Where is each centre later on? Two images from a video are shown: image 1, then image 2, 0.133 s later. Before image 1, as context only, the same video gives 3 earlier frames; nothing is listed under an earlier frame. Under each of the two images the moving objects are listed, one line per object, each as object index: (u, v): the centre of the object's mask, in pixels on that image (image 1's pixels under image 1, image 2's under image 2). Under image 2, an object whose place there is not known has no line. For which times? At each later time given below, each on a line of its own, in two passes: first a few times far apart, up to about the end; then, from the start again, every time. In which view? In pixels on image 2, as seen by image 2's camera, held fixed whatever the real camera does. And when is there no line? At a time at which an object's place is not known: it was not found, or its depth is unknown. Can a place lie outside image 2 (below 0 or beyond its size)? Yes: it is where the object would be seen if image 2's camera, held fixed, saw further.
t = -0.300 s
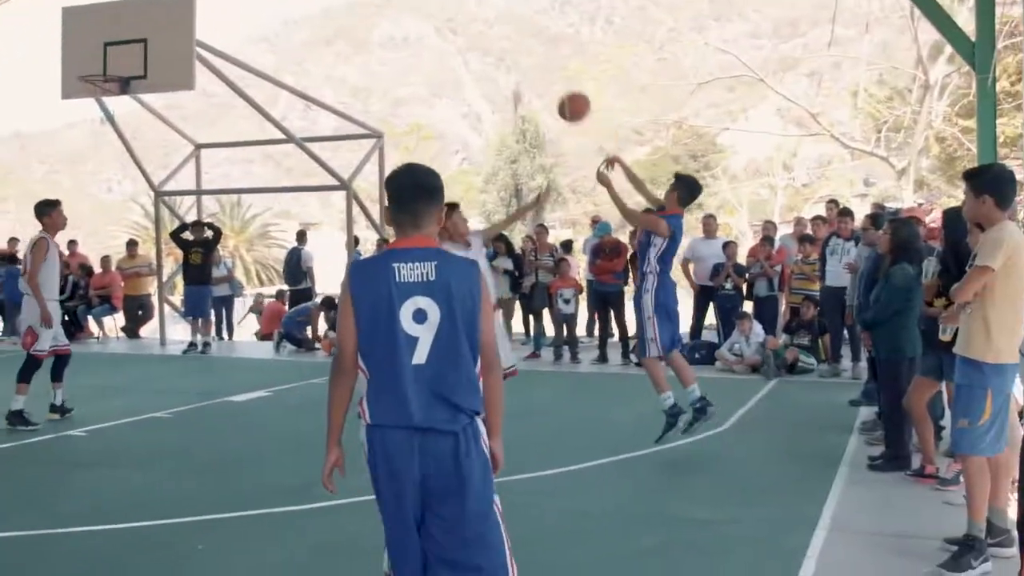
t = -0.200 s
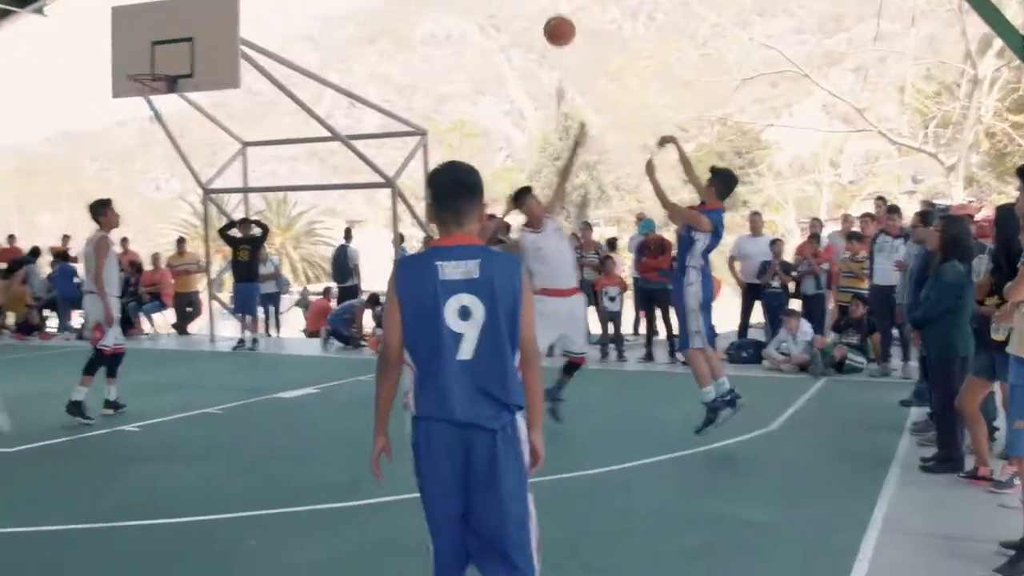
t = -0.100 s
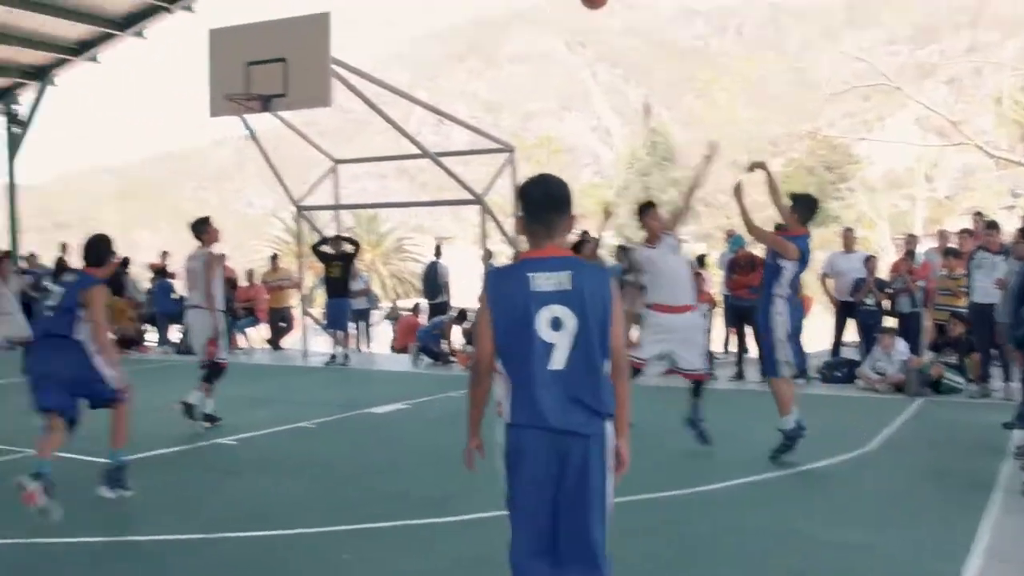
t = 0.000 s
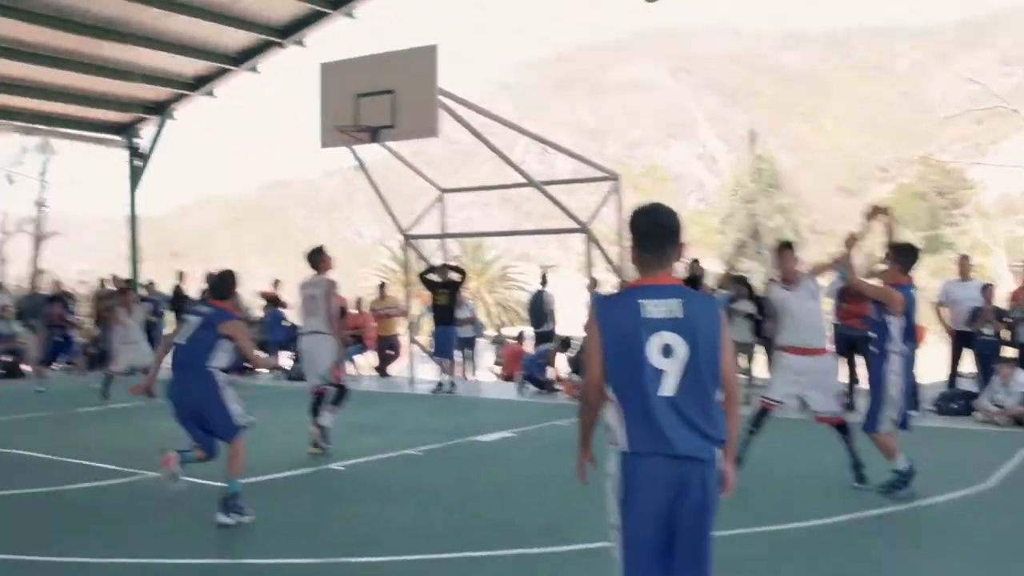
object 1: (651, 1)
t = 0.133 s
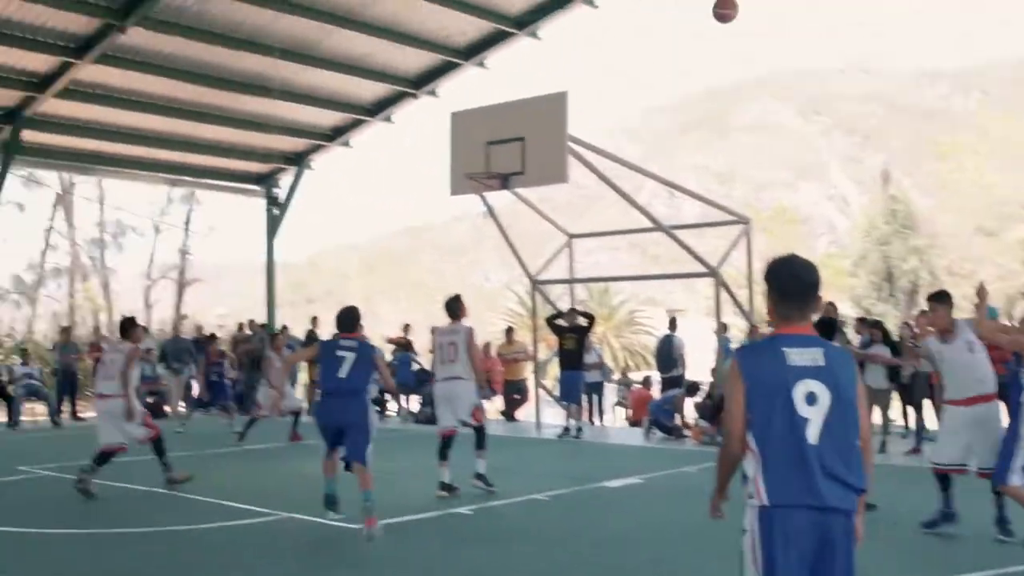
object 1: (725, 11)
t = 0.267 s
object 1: (681, 13)
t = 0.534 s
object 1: (606, 63)
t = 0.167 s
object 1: (714, 9)
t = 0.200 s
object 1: (702, 9)
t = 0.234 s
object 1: (692, 10)
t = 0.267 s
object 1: (681, 13)
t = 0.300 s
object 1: (671, 16)
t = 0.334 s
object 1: (661, 20)
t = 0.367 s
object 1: (651, 25)
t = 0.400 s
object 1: (642, 31)
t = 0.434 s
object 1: (632, 37)
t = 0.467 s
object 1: (624, 45)
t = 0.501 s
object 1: (615, 54)
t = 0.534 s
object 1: (606, 63)
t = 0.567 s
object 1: (598, 73)
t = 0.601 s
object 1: (590, 84)
